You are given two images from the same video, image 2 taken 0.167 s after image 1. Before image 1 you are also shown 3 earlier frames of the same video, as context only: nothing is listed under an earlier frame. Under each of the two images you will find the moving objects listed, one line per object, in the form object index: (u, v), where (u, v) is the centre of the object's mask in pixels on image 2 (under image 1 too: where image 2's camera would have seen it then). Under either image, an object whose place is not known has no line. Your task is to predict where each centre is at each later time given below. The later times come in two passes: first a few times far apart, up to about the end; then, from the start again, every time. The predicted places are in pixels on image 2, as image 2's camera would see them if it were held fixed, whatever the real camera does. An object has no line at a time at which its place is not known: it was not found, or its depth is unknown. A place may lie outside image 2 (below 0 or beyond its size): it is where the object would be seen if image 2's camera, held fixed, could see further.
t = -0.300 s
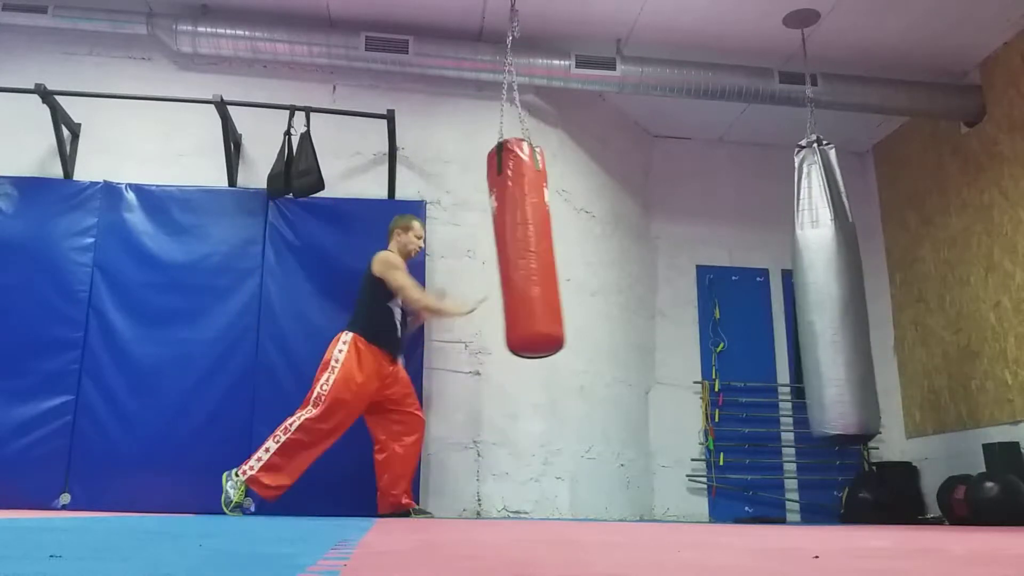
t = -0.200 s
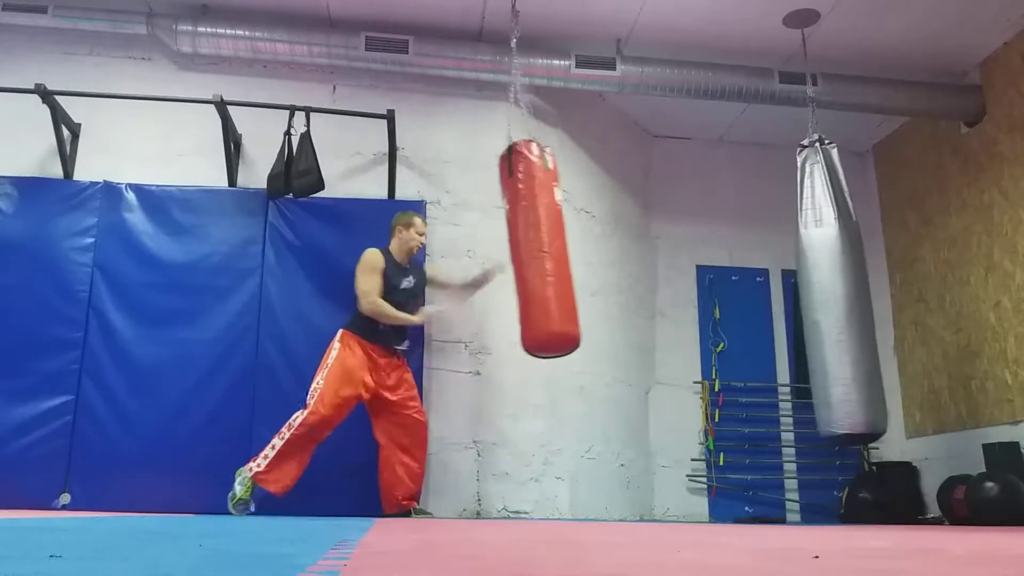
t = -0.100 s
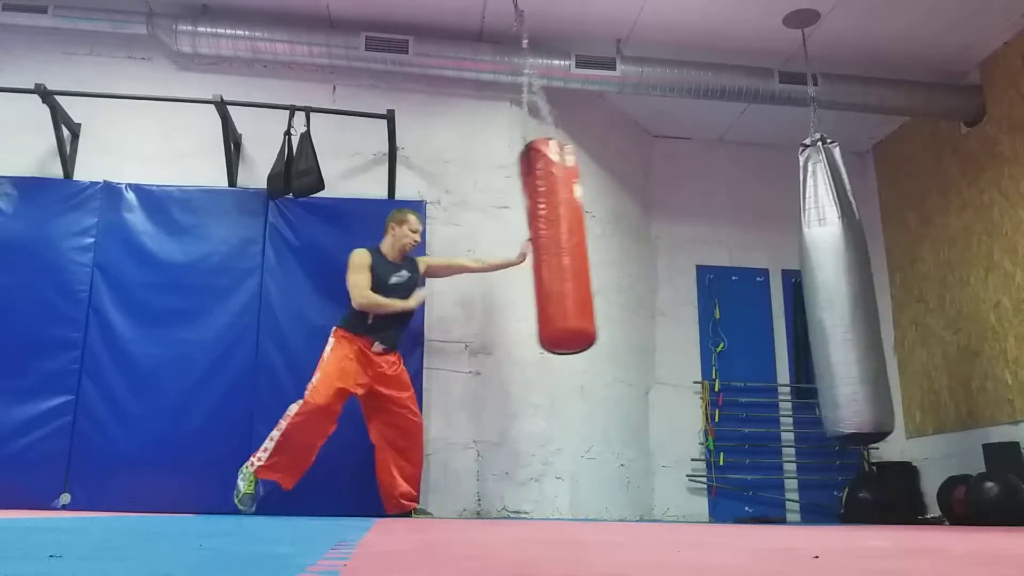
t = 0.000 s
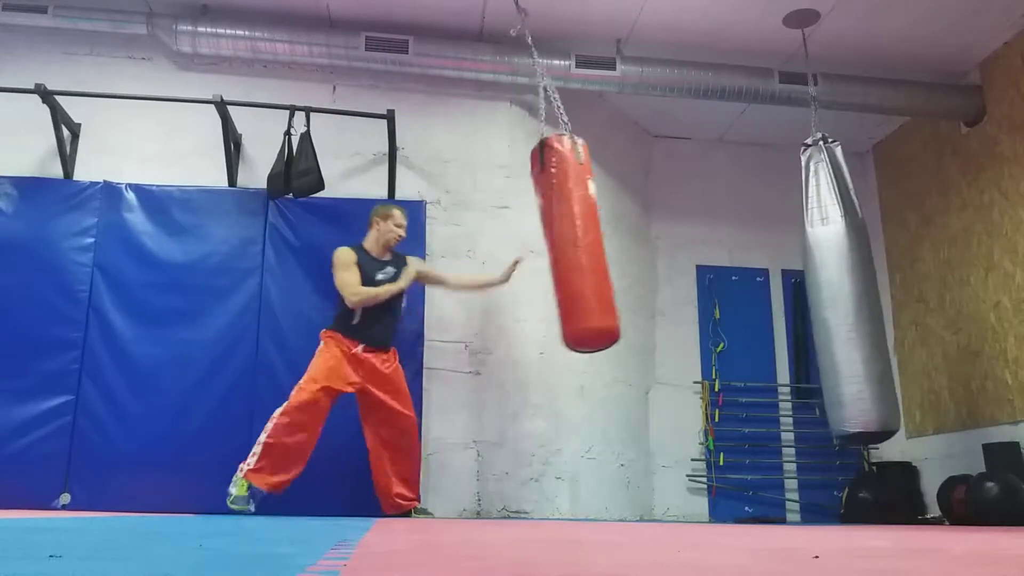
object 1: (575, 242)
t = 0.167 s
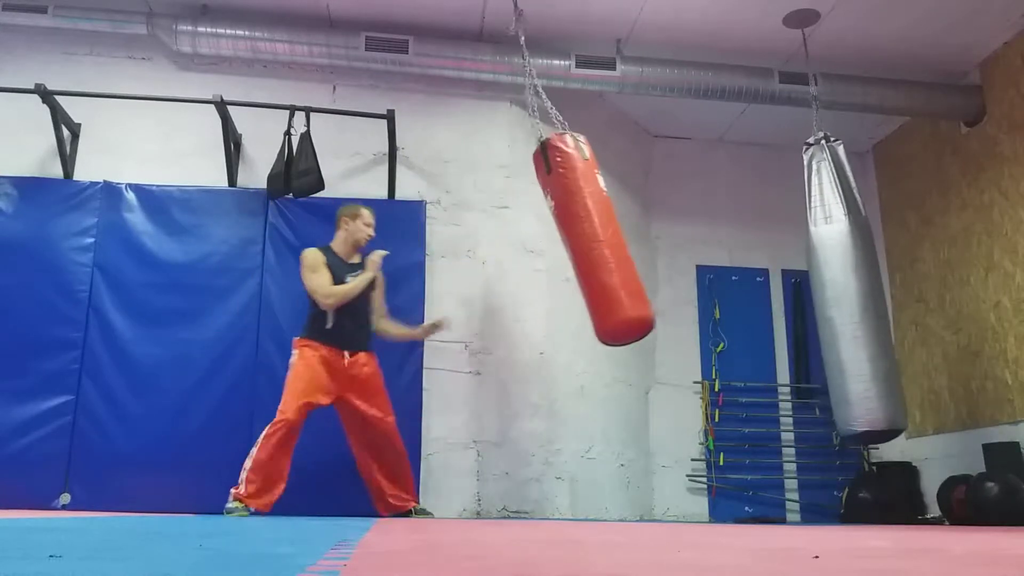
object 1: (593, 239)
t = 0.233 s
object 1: (598, 239)
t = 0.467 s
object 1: (597, 240)
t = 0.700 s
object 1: (572, 247)
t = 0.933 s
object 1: (527, 253)
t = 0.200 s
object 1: (596, 239)
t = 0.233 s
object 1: (598, 239)
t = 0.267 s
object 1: (599, 239)
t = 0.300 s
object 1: (601, 239)
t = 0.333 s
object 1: (601, 239)
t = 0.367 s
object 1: (601, 239)
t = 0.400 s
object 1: (600, 239)
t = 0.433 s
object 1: (599, 240)
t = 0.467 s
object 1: (597, 240)
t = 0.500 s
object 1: (595, 240)
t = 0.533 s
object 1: (592, 240)
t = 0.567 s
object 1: (589, 241)
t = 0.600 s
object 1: (585, 243)
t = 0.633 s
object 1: (581, 244)
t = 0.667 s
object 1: (577, 245)
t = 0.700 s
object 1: (572, 247)
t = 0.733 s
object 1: (566, 249)
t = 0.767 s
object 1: (560, 250)
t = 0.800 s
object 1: (554, 251)
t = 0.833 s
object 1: (548, 252)
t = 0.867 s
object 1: (541, 252)
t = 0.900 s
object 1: (534, 253)
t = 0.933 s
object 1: (527, 253)
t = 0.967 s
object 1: (521, 253)
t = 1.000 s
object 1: (514, 253)
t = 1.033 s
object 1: (507, 253)
